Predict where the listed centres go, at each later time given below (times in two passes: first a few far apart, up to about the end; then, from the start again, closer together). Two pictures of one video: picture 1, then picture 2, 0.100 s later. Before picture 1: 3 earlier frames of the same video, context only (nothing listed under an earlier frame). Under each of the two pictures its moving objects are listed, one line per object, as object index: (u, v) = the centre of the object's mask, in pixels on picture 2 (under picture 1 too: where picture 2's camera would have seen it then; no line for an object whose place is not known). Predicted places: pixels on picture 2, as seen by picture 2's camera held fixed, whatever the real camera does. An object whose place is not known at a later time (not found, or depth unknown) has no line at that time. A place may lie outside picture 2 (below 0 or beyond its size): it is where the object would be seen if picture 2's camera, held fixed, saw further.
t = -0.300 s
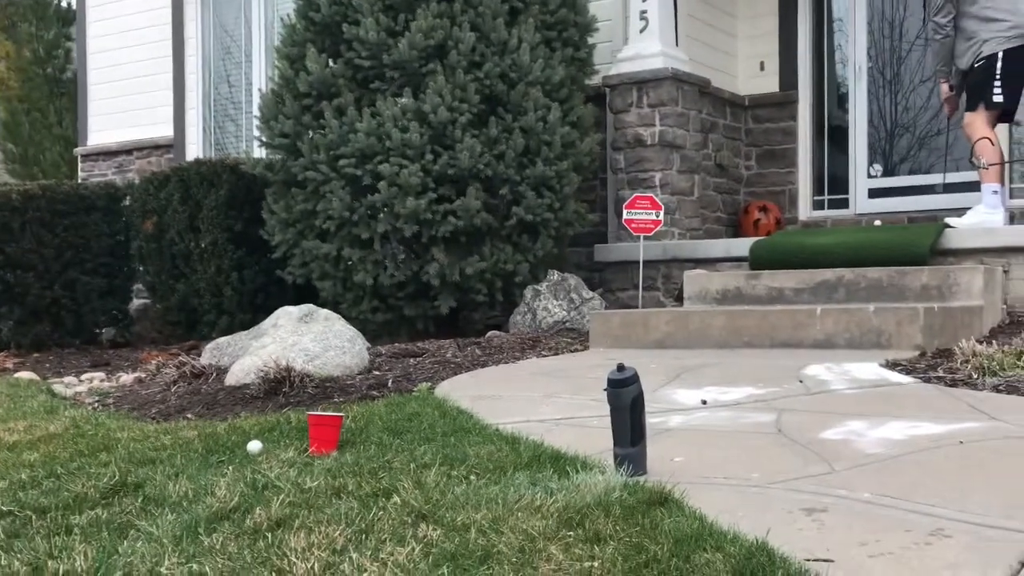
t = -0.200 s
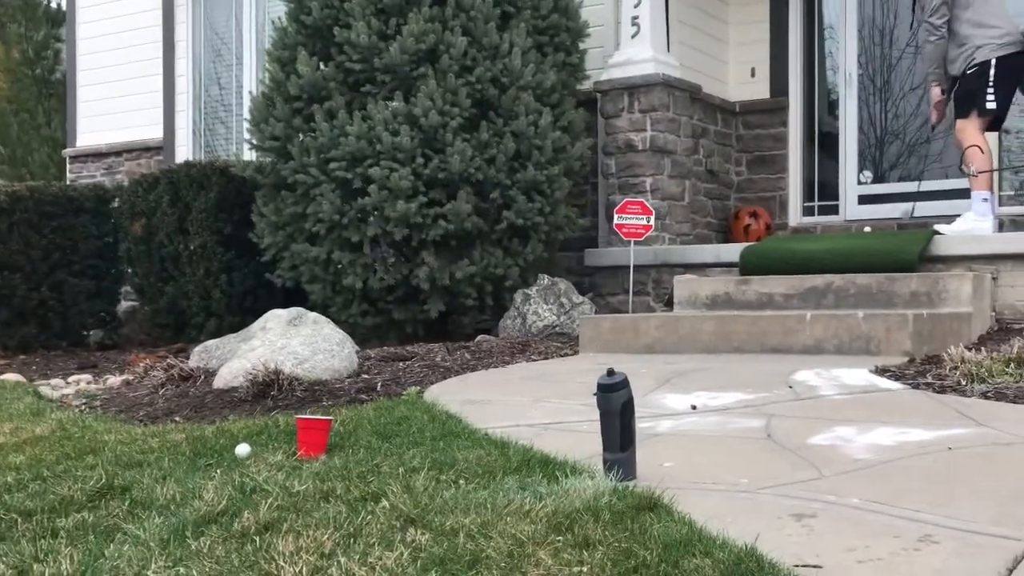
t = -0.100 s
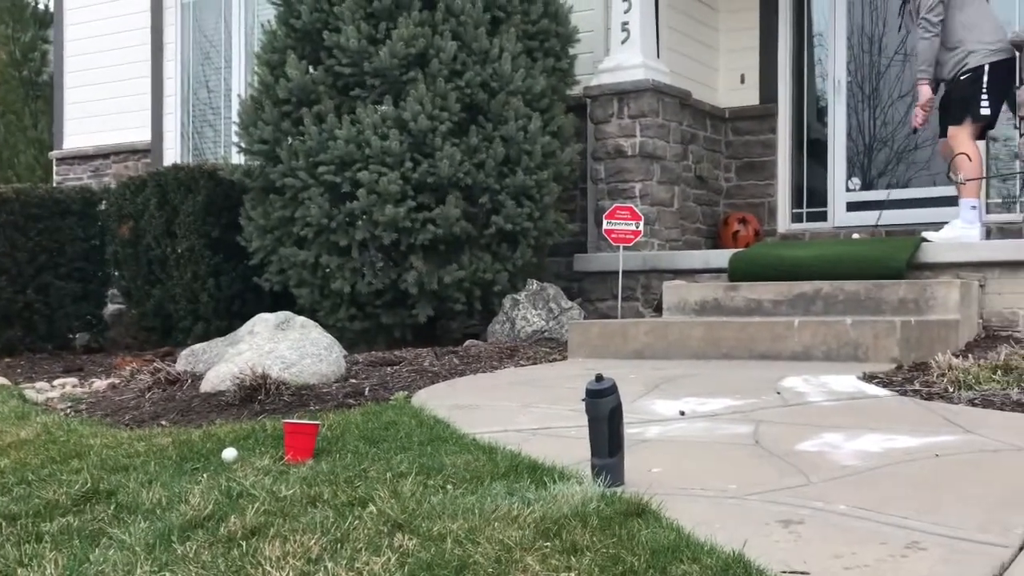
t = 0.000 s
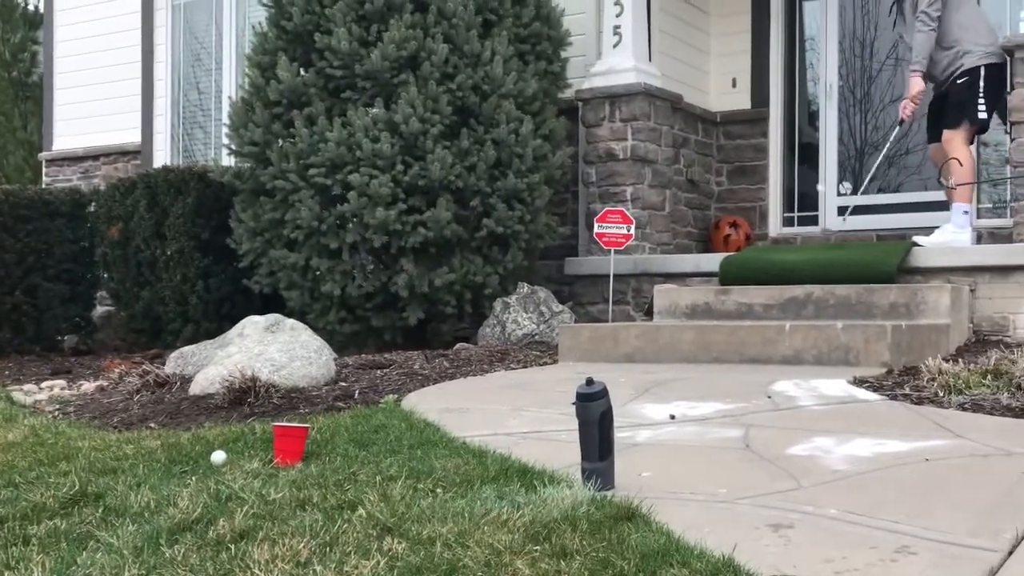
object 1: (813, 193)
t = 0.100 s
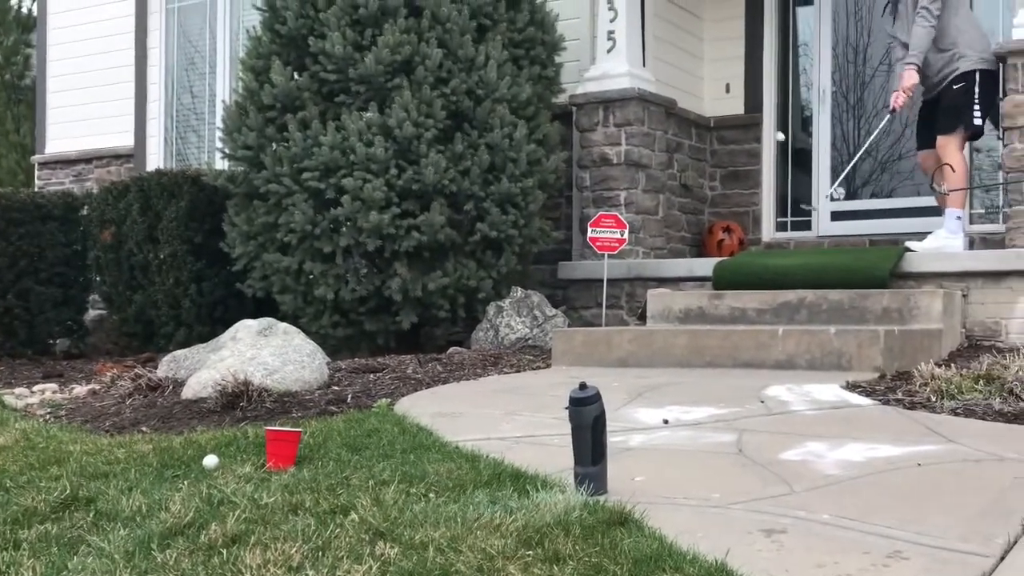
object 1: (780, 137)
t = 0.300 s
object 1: (705, 63)
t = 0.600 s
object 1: (565, 100)
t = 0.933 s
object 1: (360, 438)
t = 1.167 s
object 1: (296, 420)
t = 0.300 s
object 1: (705, 63)
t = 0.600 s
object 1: (565, 100)
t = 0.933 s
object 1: (360, 438)
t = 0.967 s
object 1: (344, 450)
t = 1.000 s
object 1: (335, 436)
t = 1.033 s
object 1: (327, 426)
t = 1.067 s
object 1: (319, 420)
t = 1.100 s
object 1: (311, 419)
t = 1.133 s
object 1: (303, 421)
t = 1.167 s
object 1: (296, 420)
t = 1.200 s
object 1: (290, 422)
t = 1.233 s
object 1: (284, 425)
